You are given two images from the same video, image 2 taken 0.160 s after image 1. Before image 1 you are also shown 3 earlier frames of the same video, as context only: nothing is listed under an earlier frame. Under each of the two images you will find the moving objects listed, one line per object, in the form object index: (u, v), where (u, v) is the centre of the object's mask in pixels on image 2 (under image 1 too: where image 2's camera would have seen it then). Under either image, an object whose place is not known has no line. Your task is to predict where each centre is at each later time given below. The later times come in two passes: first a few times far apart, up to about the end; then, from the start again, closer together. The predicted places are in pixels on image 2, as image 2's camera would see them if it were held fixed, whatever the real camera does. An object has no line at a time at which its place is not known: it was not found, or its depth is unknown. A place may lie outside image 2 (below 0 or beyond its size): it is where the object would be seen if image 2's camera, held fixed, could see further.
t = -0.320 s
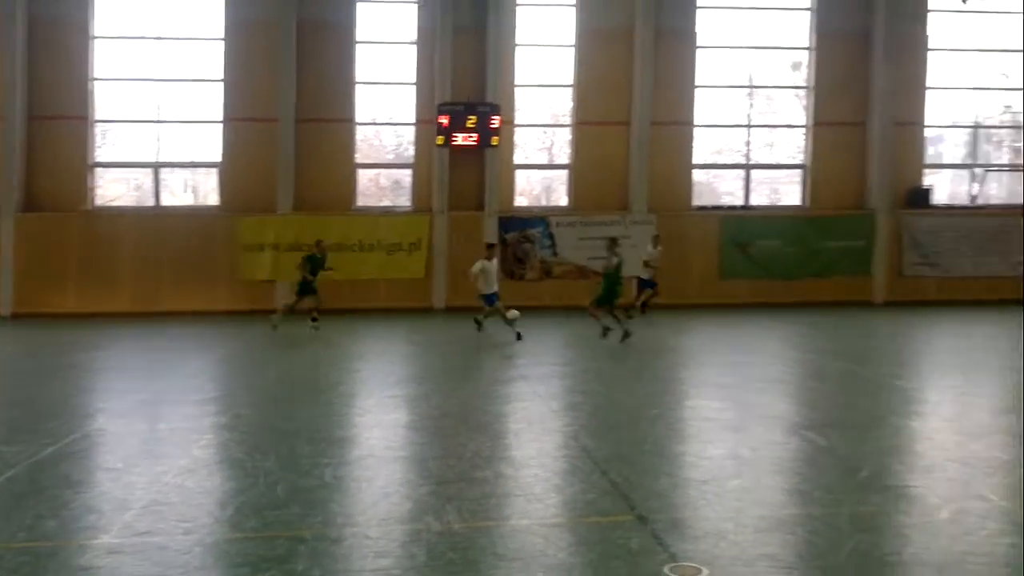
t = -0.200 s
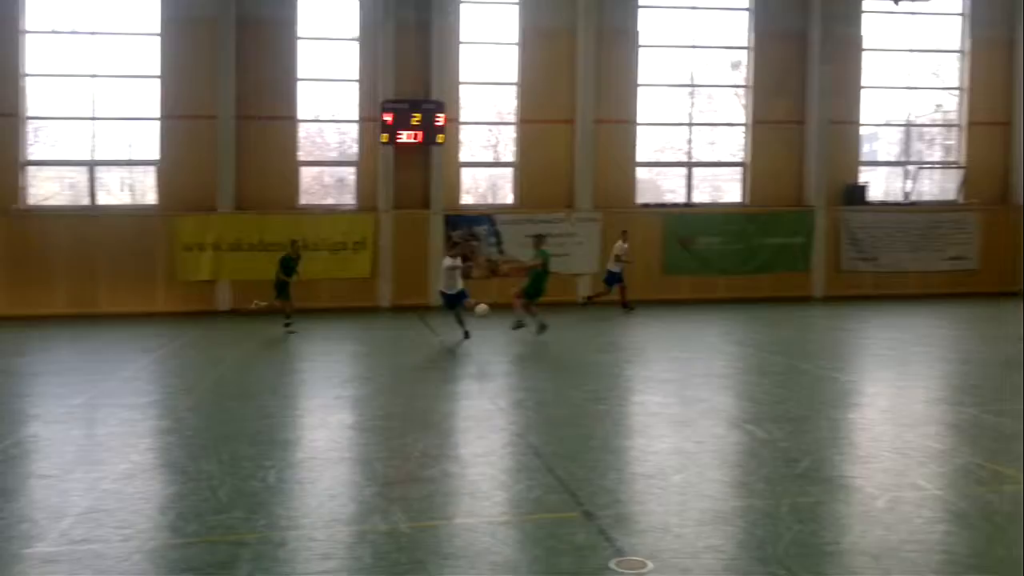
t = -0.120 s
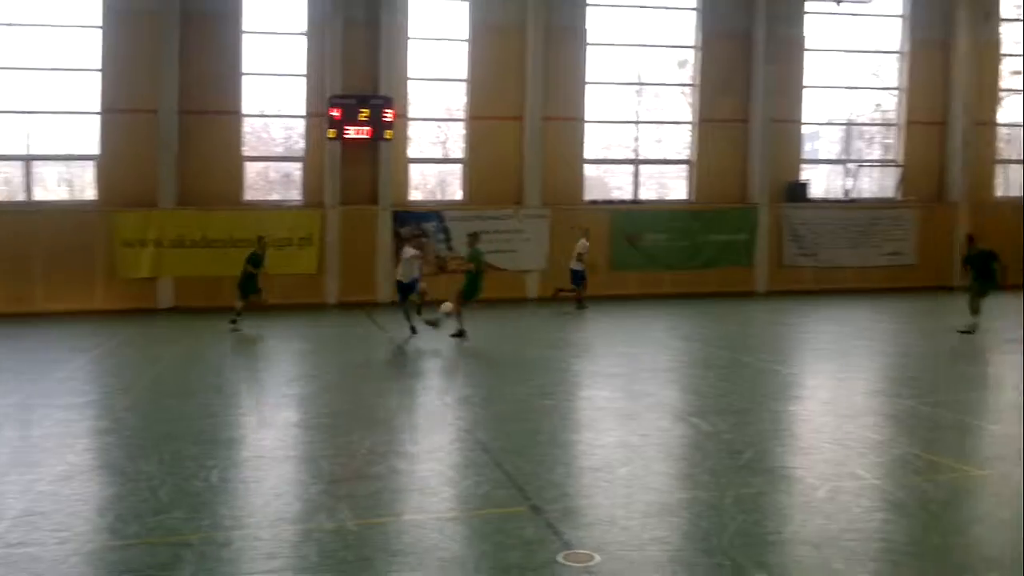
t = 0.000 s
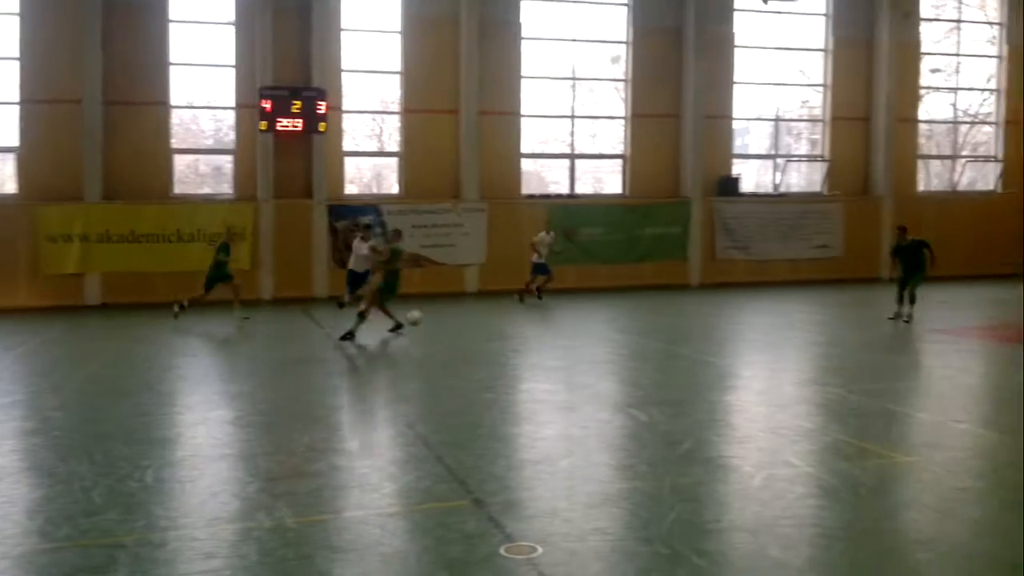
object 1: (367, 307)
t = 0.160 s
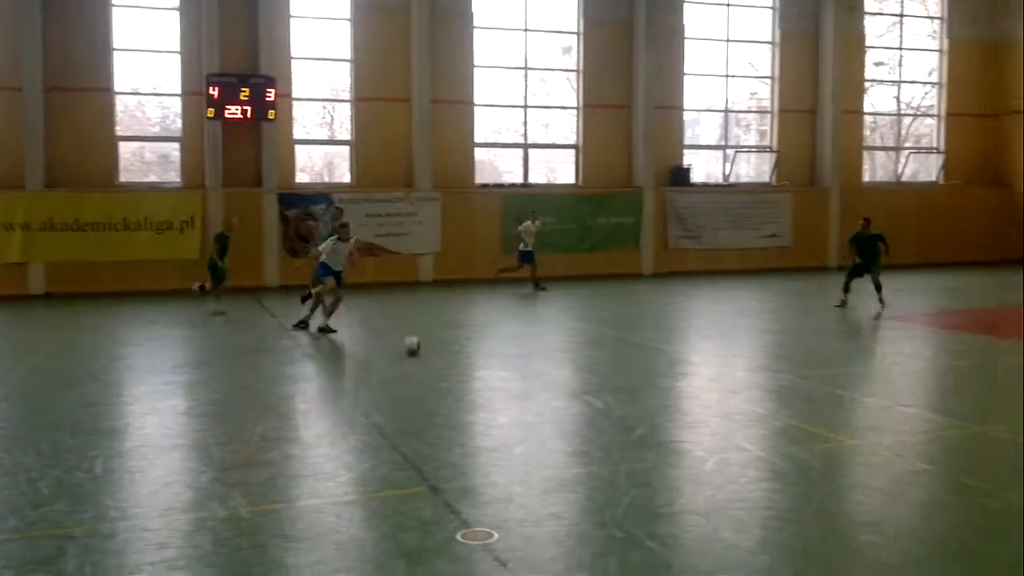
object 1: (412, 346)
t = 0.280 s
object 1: (442, 336)
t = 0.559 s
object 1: (526, 367)
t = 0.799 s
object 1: (609, 379)
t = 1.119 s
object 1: (746, 403)
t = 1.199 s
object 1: (788, 412)
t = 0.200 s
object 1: (421, 342)
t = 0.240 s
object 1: (431, 337)
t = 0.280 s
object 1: (442, 336)
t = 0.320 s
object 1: (453, 336)
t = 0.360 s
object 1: (465, 338)
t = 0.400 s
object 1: (476, 341)
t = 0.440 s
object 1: (488, 345)
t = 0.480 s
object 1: (500, 351)
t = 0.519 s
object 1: (513, 358)
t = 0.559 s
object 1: (526, 367)
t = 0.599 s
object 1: (539, 364)
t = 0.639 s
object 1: (551, 364)
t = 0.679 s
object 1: (565, 365)
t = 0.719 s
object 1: (580, 371)
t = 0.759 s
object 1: (593, 375)
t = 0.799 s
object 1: (609, 379)
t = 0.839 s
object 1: (624, 380)
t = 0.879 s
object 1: (638, 381)
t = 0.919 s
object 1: (655, 382)
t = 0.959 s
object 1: (673, 388)
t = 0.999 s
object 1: (690, 393)
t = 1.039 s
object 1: (708, 396)
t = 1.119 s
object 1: (746, 403)
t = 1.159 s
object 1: (766, 409)
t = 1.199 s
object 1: (788, 412)
